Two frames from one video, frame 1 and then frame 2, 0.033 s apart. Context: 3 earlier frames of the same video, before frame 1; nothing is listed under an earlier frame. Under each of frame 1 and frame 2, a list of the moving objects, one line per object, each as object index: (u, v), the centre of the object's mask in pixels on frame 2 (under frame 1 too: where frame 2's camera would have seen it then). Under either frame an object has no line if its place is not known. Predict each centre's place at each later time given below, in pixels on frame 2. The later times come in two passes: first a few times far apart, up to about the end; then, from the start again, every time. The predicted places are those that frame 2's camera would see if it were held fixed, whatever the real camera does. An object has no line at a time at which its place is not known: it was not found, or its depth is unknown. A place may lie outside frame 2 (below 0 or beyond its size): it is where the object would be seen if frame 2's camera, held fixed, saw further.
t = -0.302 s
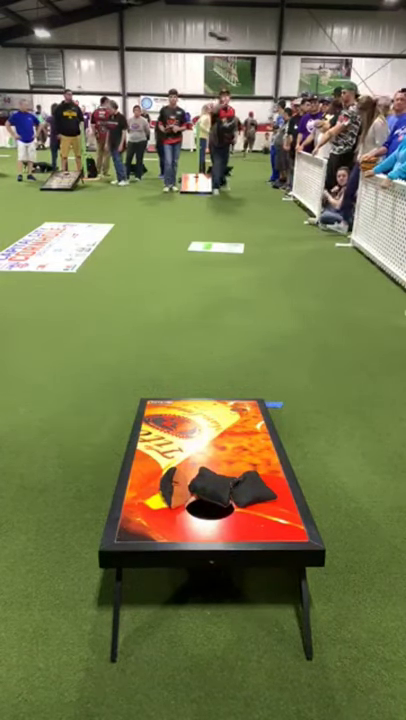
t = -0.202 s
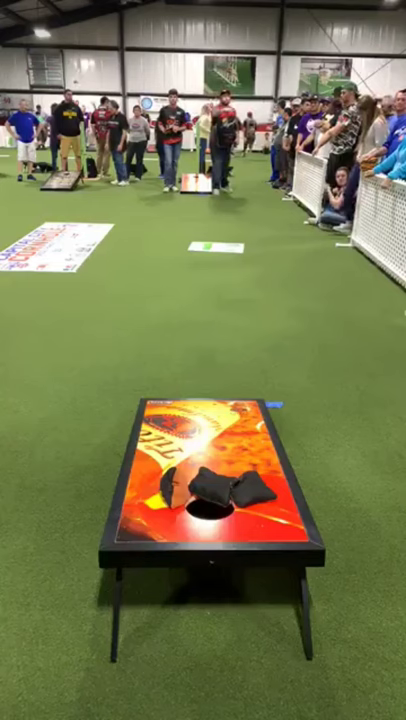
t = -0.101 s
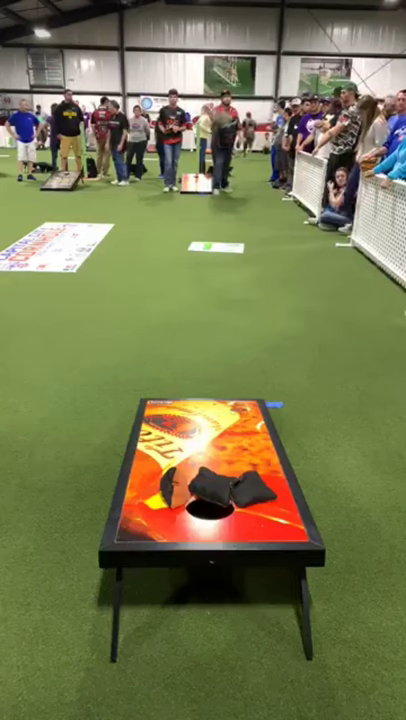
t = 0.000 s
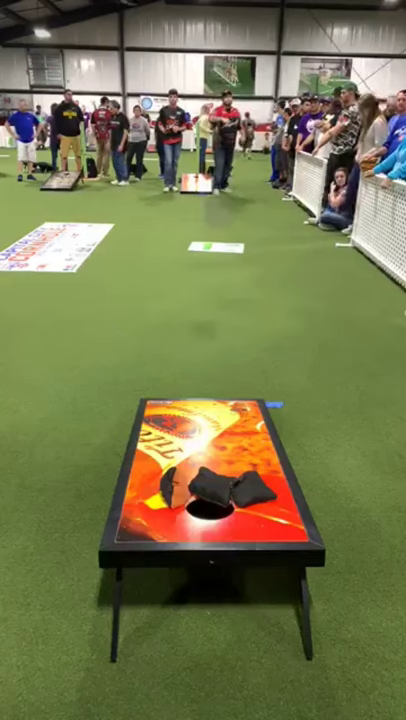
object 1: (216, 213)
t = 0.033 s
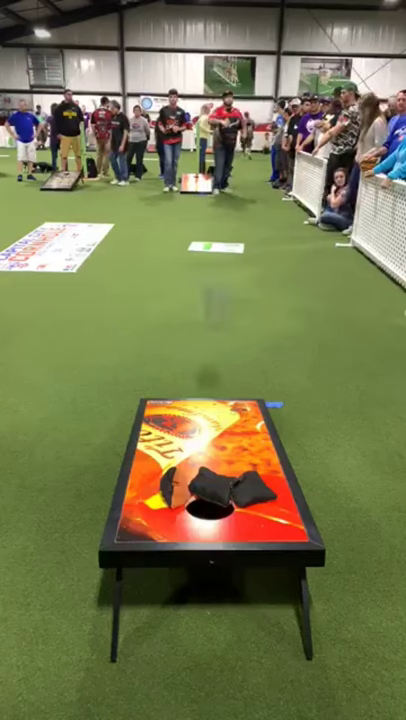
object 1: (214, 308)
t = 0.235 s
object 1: (215, 467)
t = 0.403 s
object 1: (218, 479)
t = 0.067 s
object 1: (220, 365)
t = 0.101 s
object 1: (215, 421)
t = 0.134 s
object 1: (216, 437)
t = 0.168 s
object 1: (215, 445)
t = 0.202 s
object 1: (214, 456)
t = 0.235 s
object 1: (215, 467)
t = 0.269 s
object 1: (213, 468)
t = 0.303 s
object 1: (214, 469)
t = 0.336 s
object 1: (215, 472)
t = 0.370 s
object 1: (217, 476)
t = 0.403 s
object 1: (218, 479)
